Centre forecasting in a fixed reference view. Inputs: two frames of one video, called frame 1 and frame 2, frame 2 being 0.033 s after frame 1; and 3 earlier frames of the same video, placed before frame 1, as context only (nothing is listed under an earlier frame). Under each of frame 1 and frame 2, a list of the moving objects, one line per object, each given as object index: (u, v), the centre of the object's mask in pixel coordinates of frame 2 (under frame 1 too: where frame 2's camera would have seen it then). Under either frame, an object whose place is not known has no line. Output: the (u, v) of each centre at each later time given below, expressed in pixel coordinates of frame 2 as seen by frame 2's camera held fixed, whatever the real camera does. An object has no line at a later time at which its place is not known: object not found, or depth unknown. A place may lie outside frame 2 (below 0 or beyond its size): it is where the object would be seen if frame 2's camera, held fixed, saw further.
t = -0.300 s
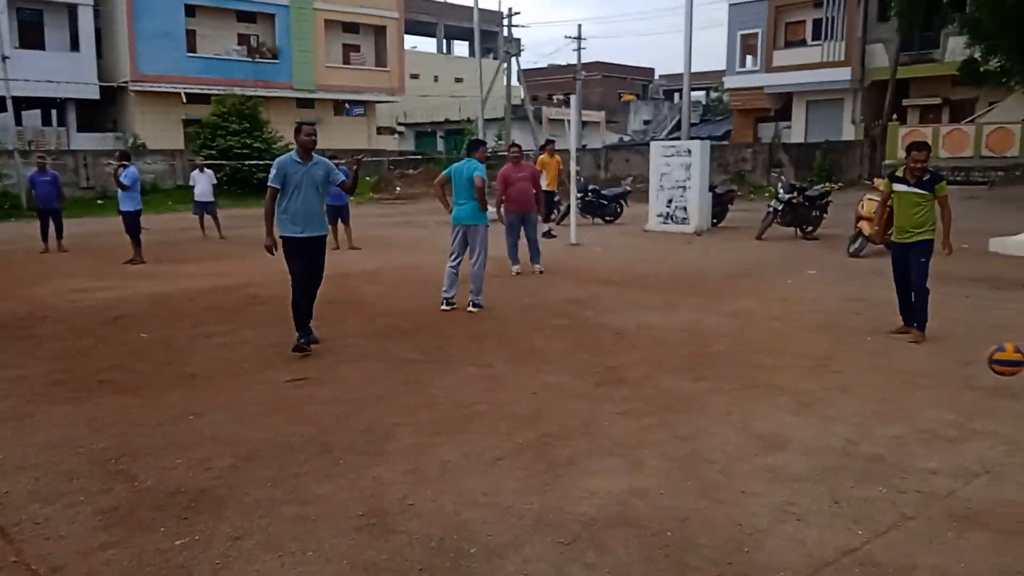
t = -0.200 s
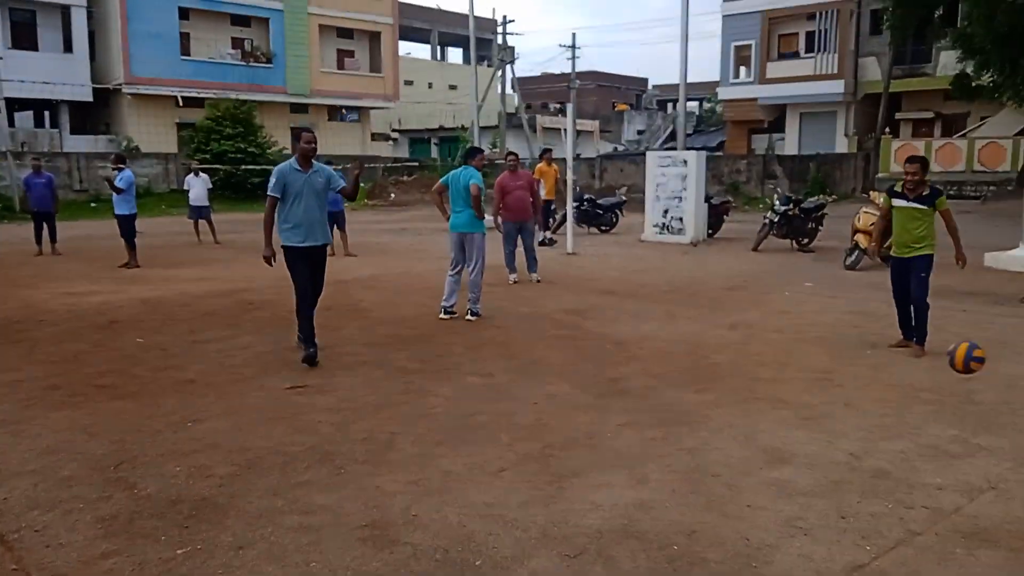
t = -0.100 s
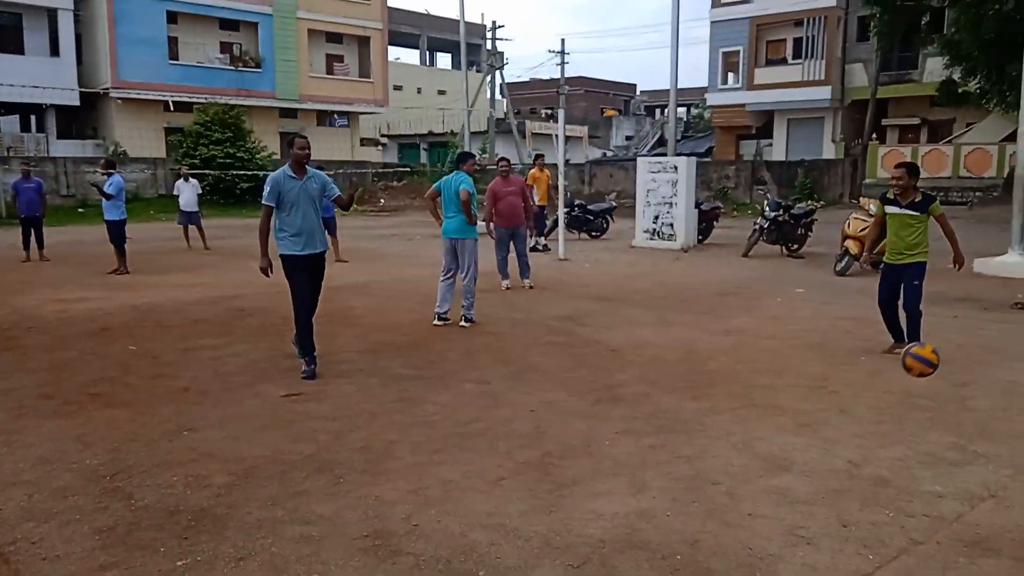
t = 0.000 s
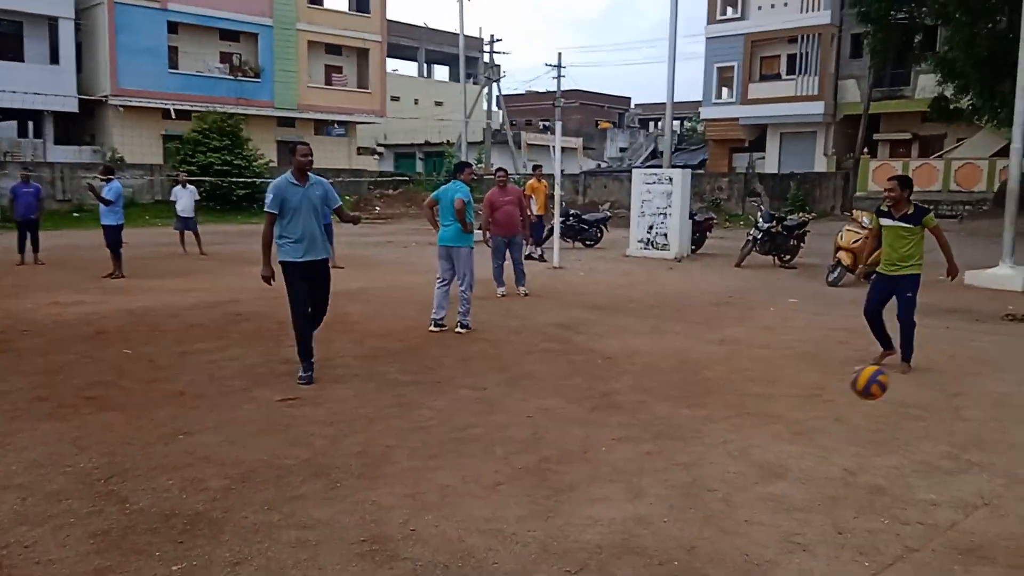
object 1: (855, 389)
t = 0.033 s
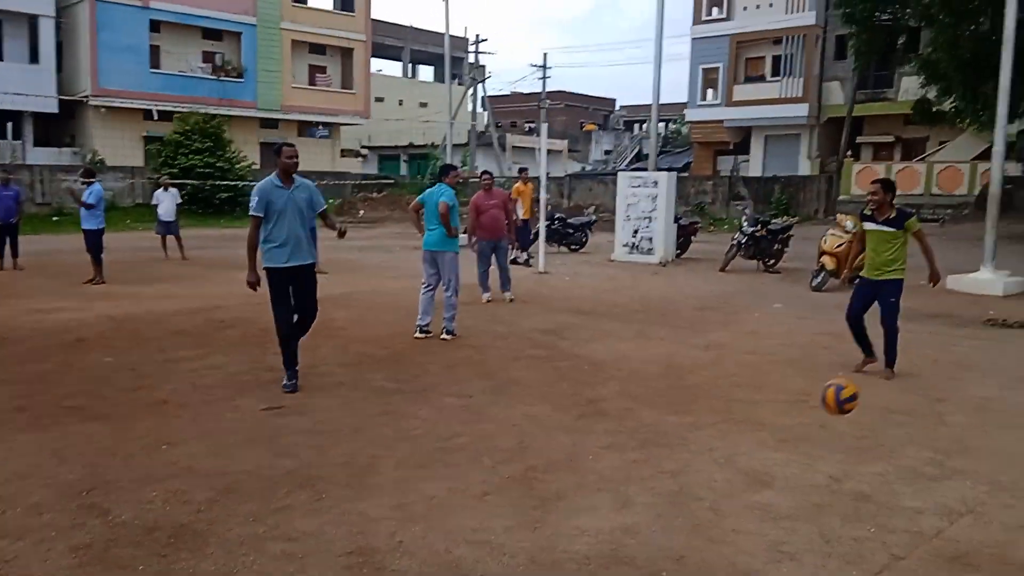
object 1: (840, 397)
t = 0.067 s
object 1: (824, 407)
